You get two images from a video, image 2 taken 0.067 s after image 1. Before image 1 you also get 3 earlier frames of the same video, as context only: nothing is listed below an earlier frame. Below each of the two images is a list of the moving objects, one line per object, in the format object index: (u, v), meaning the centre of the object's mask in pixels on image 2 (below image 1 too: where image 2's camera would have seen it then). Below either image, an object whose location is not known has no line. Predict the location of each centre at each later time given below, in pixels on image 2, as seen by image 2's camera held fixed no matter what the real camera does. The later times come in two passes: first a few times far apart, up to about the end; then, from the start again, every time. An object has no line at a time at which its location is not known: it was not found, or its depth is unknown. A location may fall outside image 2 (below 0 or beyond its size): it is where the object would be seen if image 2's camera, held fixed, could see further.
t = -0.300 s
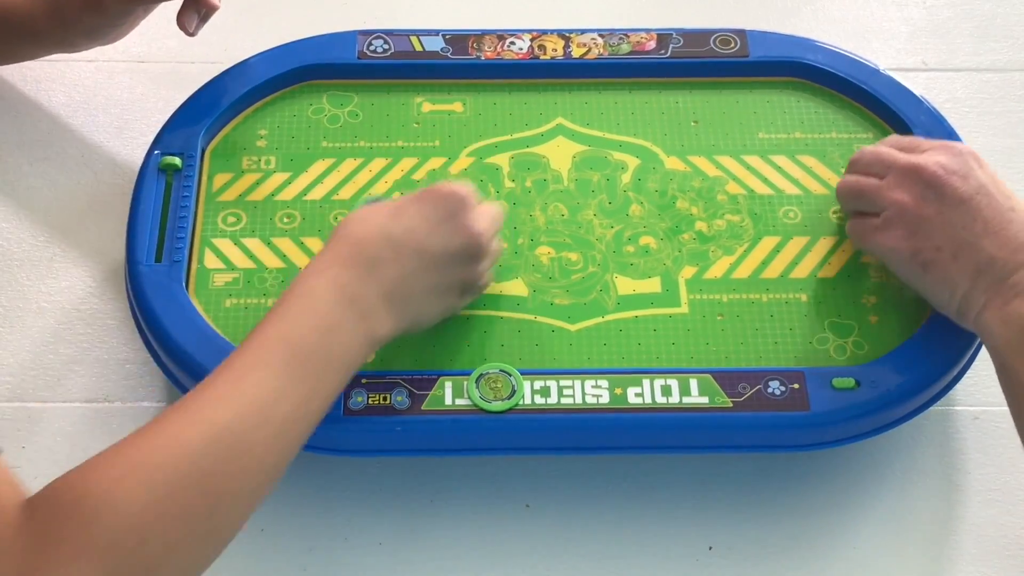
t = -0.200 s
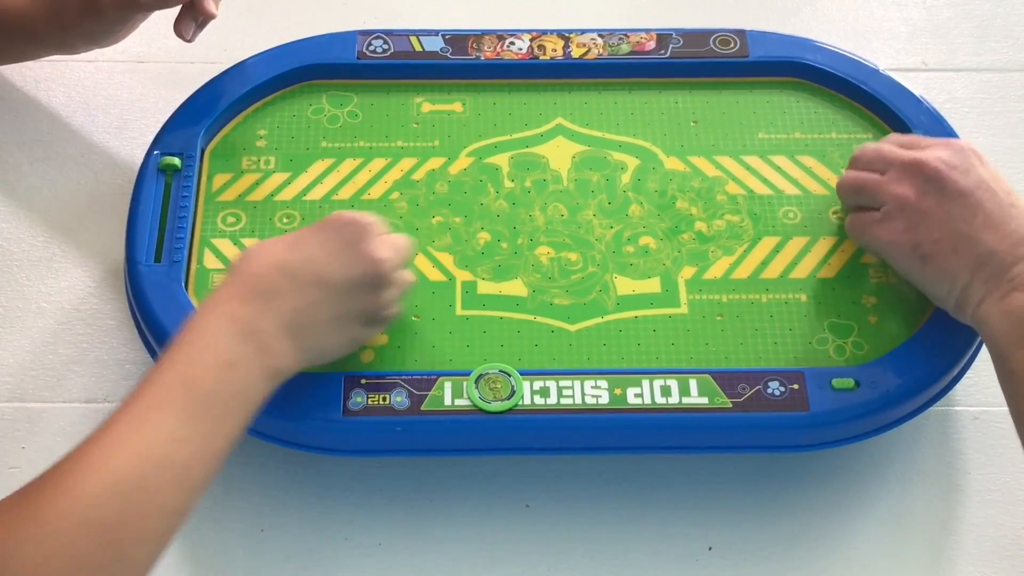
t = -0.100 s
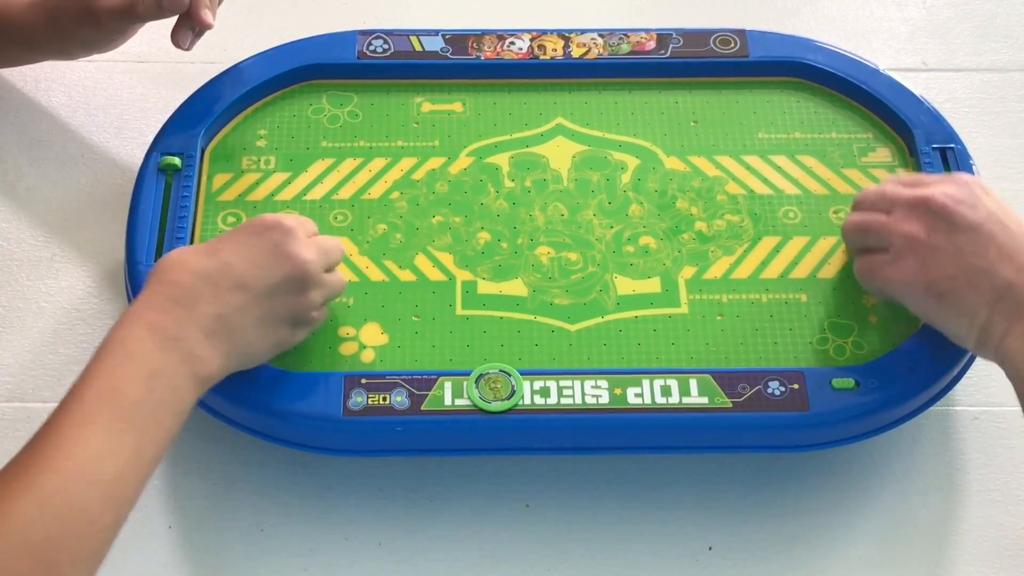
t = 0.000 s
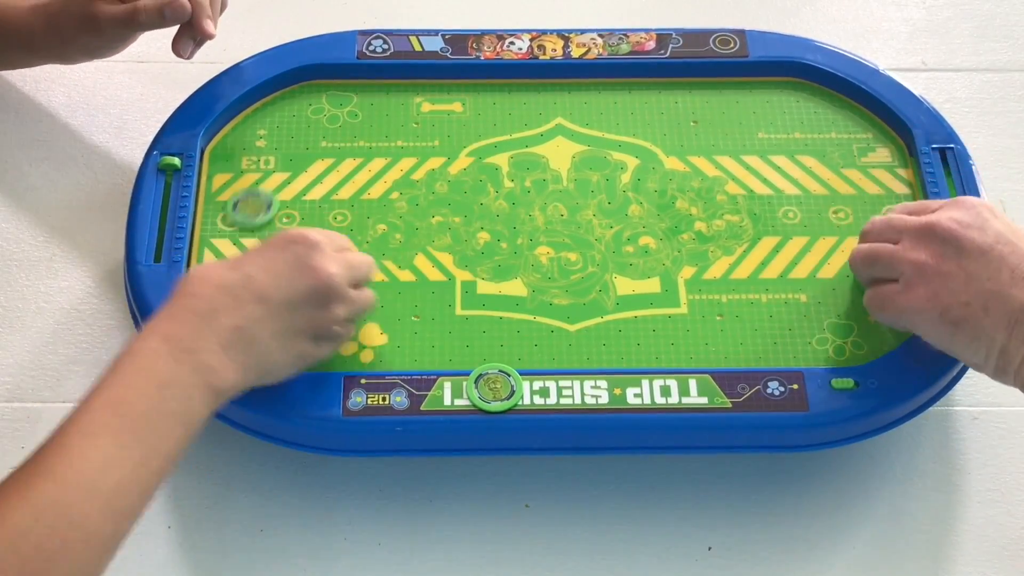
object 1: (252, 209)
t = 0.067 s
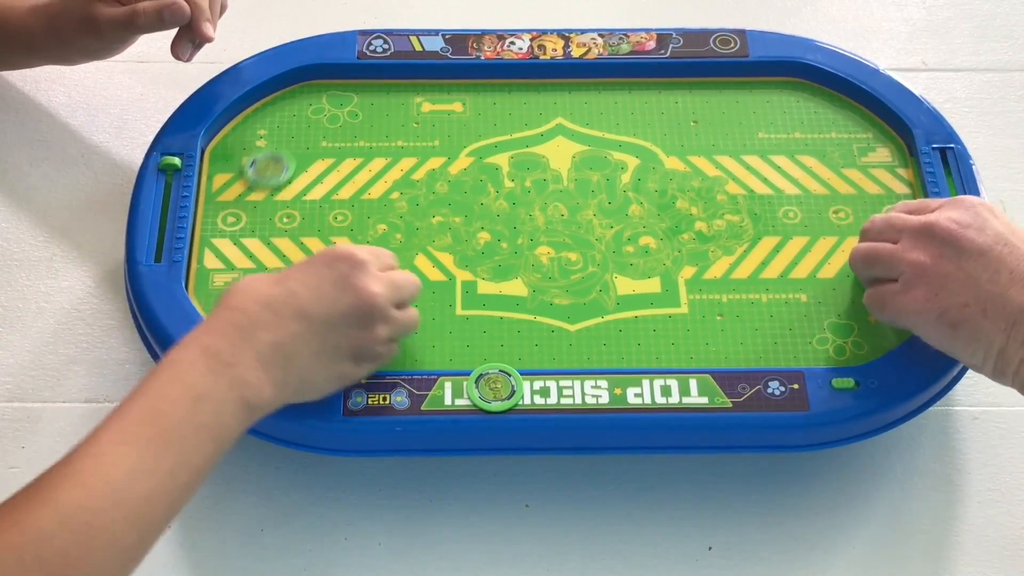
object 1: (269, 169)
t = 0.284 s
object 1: (347, 106)
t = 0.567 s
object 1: (505, 155)
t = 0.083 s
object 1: (273, 159)
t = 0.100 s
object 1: (277, 150)
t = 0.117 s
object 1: (281, 142)
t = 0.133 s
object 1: (285, 132)
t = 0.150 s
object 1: (289, 124)
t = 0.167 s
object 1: (293, 116)
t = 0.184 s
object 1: (297, 108)
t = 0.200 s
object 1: (300, 101)
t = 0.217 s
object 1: (308, 100)
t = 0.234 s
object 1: (317, 101)
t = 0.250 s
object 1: (327, 102)
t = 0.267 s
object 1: (337, 105)
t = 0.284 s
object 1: (347, 106)
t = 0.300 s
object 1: (357, 108)
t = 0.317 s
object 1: (367, 110)
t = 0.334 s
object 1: (377, 112)
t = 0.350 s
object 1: (387, 114)
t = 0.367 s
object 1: (398, 116)
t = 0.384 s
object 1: (408, 119)
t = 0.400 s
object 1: (418, 122)
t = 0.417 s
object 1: (429, 126)
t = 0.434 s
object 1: (439, 128)
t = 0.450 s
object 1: (446, 130)
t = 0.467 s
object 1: (457, 135)
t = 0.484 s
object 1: (465, 138)
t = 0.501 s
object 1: (474, 142)
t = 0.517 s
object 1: (482, 145)
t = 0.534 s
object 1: (489, 148)
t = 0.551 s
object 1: (498, 152)
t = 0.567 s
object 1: (505, 155)
